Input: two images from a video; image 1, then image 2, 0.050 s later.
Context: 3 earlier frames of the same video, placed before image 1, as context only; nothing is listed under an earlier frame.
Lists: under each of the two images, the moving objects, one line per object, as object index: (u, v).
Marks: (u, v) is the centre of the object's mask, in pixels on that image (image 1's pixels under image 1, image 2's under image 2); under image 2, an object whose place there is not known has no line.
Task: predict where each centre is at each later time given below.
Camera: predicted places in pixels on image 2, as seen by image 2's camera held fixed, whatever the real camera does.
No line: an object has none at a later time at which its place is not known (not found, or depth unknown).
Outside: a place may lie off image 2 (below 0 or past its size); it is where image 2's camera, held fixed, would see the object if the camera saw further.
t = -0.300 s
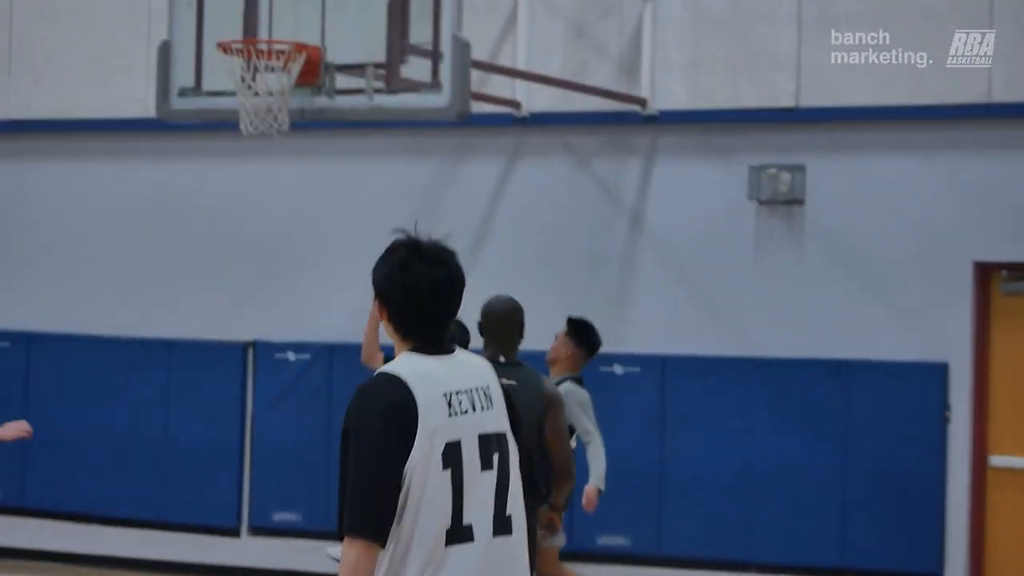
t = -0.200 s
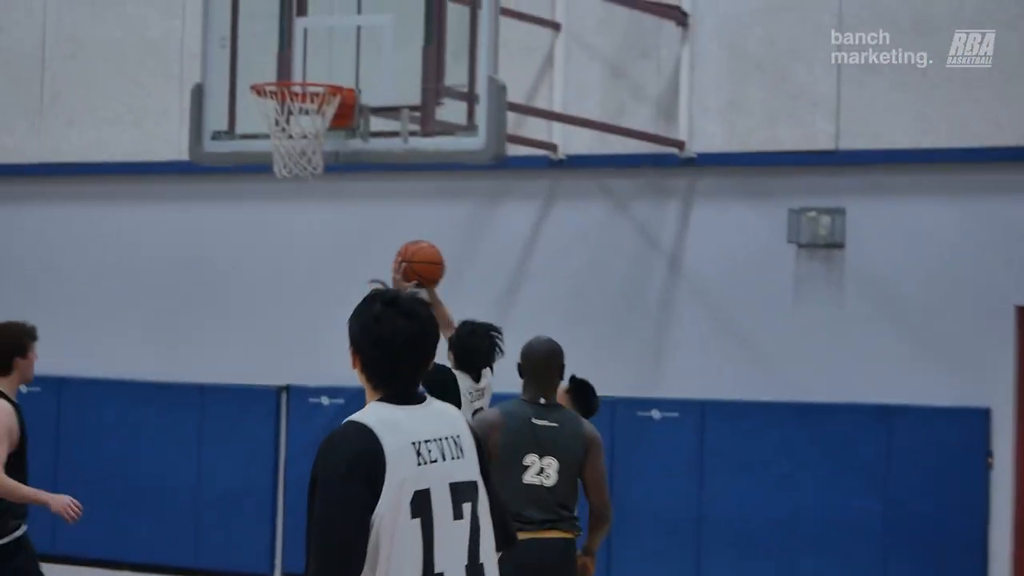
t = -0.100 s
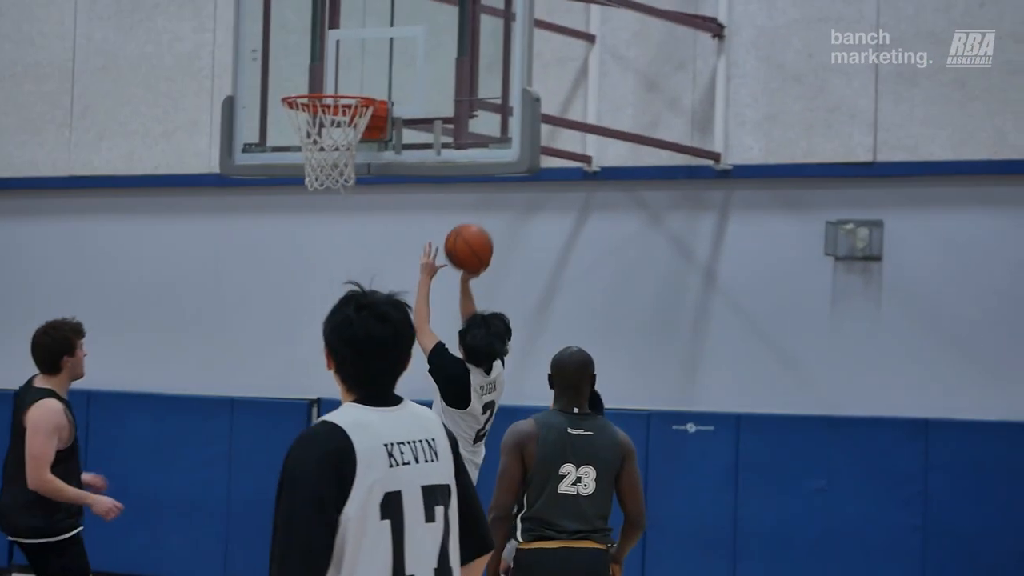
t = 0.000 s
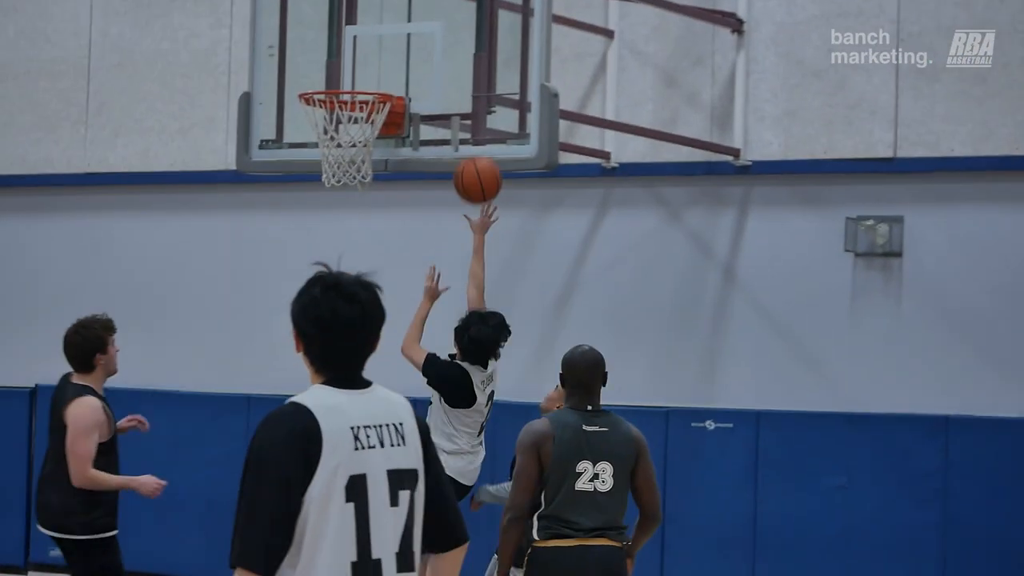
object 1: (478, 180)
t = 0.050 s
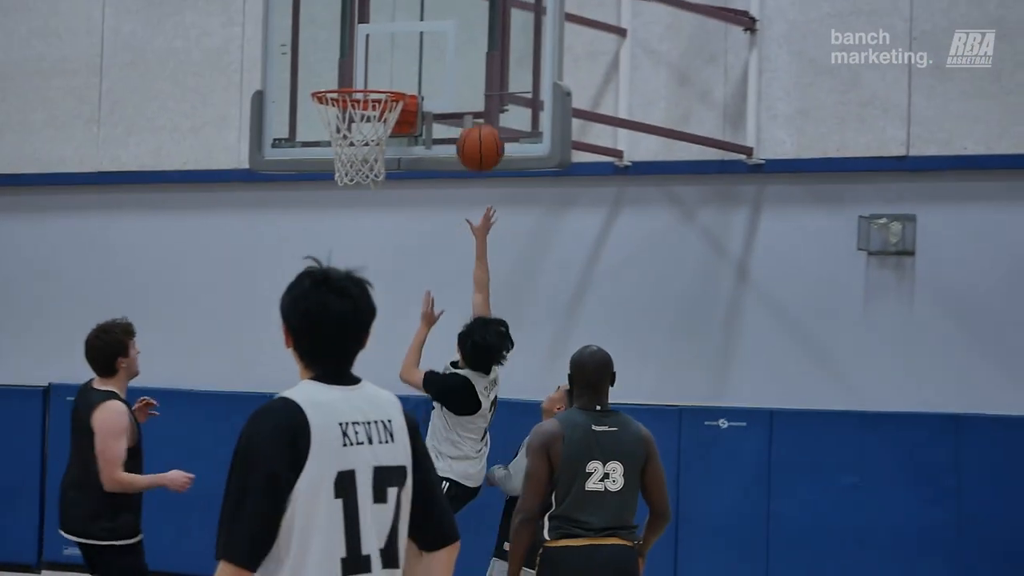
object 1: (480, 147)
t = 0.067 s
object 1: (475, 138)
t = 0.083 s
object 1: (472, 130)
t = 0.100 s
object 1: (469, 122)
